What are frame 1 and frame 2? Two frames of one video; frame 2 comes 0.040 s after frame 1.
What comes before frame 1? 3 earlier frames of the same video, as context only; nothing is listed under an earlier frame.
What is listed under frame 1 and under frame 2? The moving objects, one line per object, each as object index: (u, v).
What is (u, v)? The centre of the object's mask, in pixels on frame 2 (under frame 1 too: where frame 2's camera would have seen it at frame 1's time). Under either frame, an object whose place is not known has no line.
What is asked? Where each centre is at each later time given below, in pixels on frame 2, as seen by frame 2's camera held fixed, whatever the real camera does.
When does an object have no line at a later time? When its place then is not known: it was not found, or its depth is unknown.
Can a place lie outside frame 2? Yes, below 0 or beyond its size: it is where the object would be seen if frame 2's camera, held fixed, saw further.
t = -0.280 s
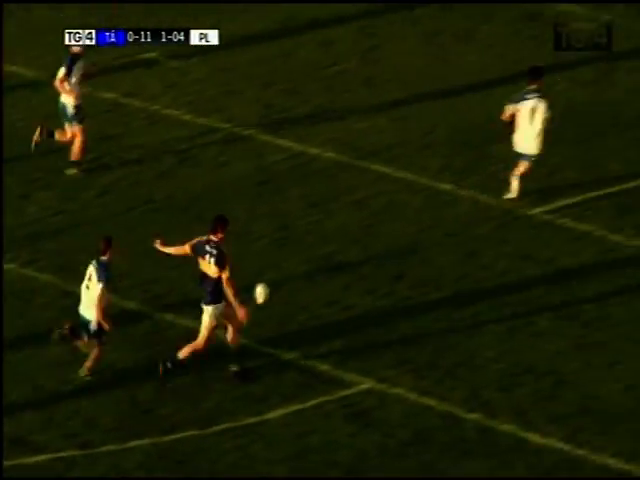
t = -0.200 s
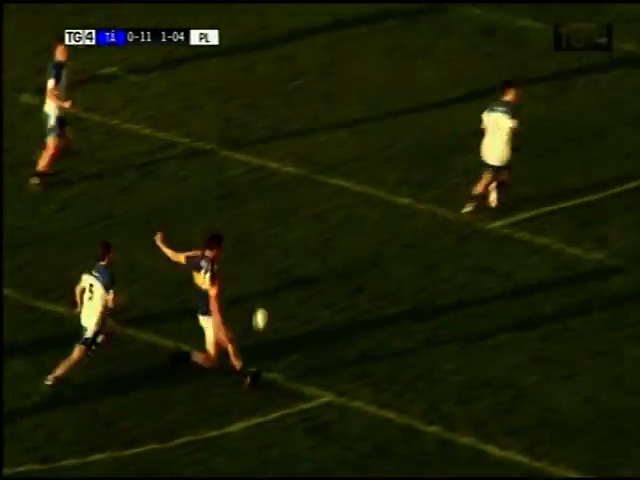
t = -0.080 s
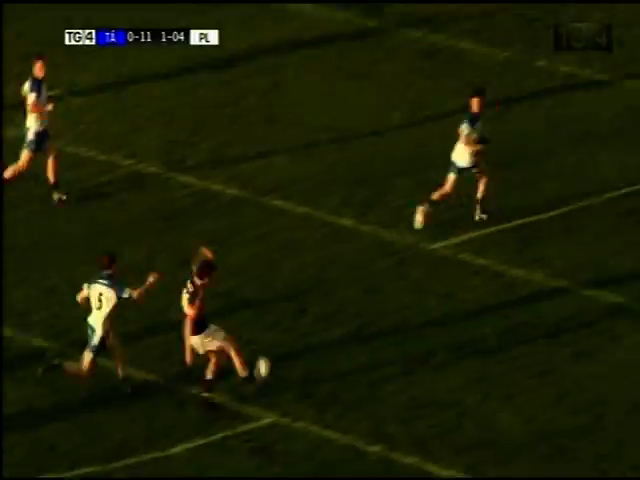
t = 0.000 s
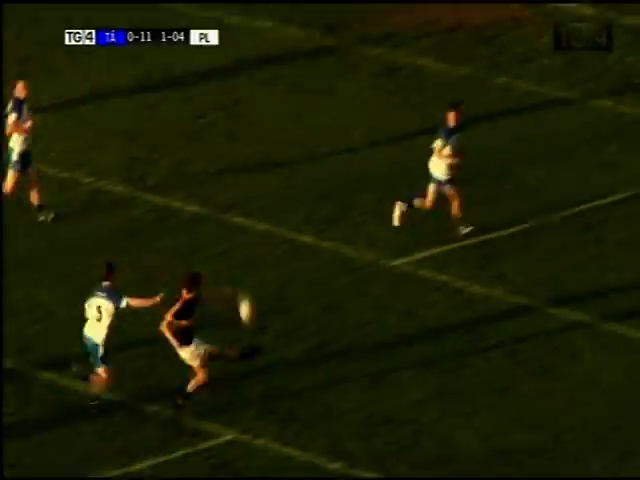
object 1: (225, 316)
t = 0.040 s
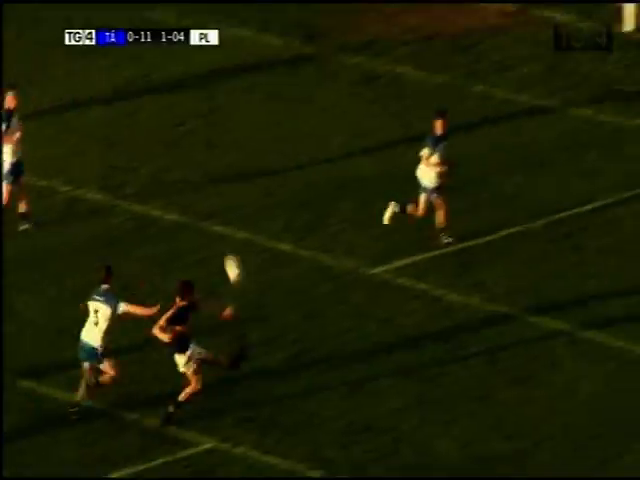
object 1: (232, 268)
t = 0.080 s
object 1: (241, 229)
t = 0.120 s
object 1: (250, 191)
